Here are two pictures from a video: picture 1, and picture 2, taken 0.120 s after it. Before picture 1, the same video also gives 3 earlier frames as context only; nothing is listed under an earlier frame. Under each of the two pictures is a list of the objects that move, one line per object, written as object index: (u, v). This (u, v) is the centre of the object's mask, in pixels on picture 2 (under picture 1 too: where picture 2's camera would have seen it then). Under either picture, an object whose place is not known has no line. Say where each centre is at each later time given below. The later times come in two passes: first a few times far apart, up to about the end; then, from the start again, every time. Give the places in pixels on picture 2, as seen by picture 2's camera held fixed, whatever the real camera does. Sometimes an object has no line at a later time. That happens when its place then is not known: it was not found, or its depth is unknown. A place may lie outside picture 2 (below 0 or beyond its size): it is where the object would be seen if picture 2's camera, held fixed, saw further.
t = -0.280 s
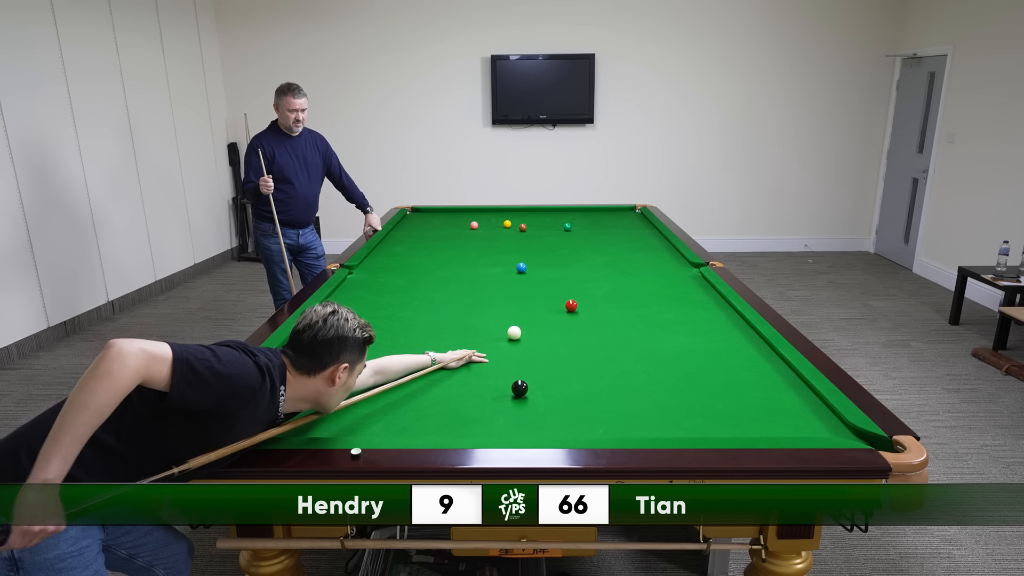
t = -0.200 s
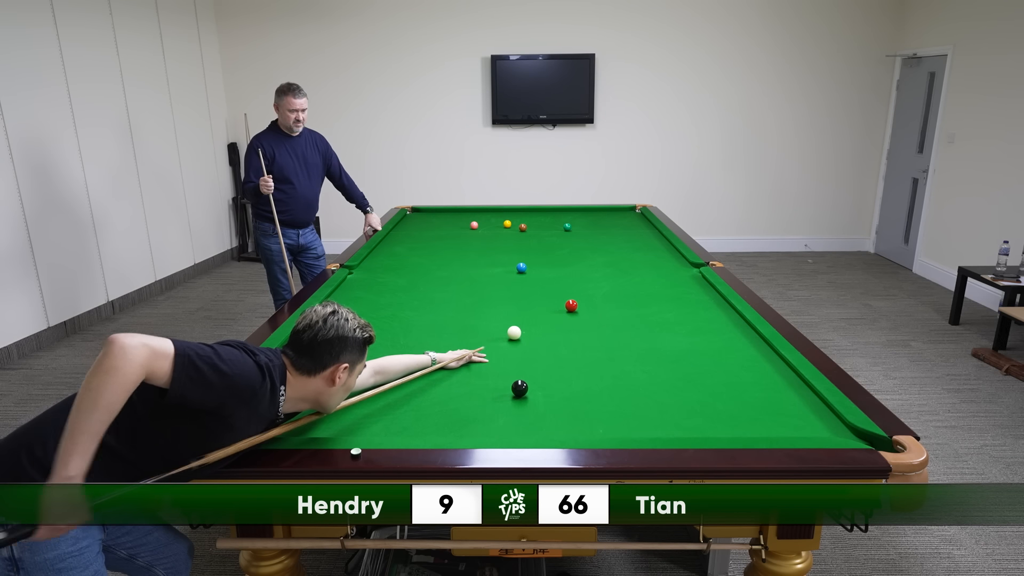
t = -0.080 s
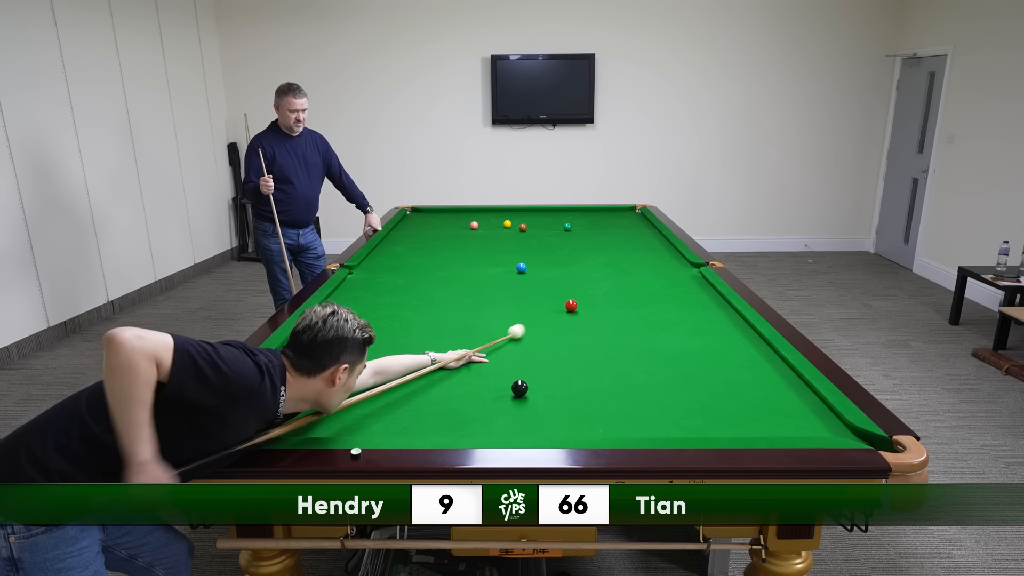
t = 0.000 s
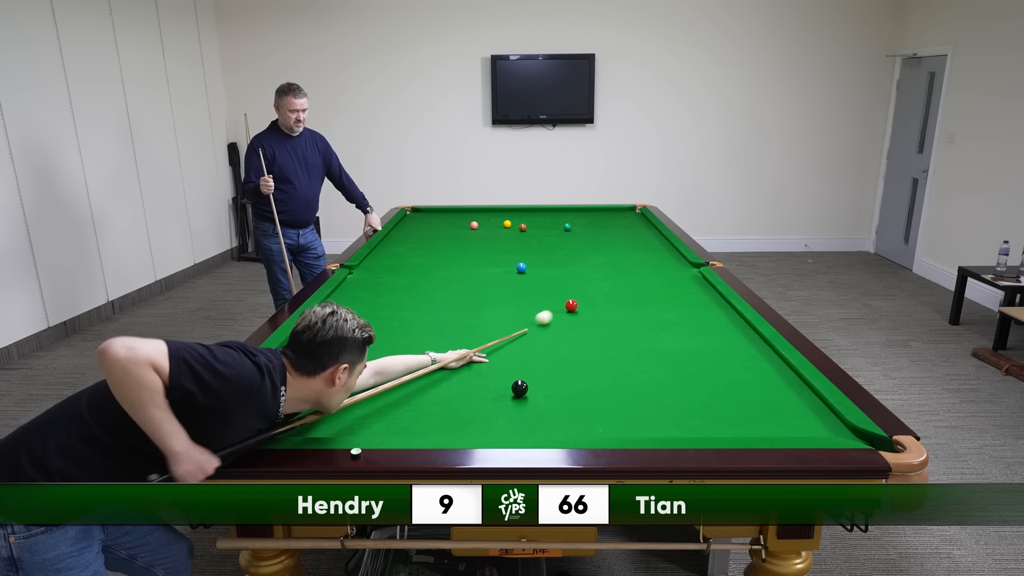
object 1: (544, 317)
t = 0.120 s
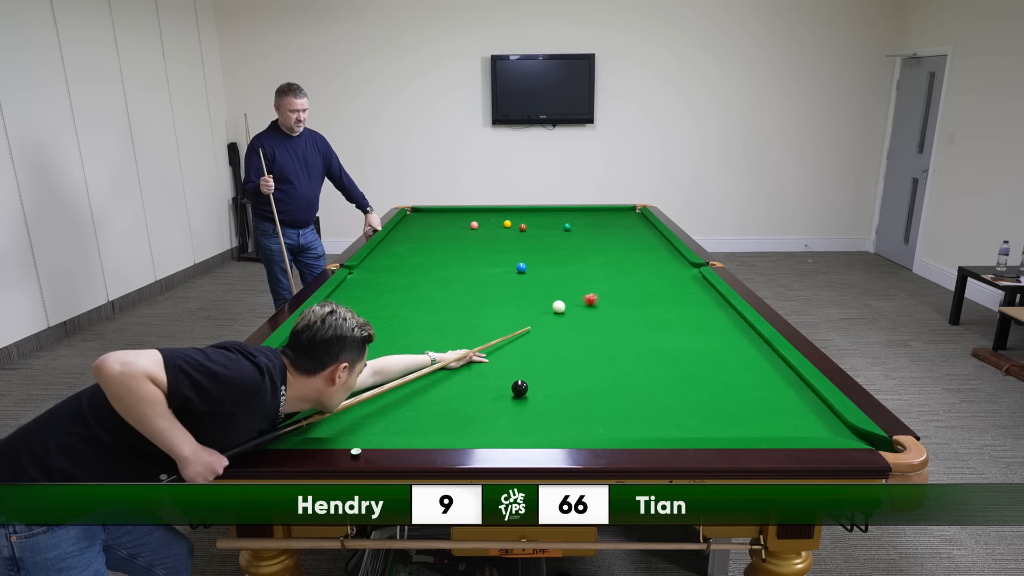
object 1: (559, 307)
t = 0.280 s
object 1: (548, 304)
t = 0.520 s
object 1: (534, 301)
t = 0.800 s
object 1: (519, 298)
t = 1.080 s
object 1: (505, 295)
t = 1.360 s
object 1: (493, 293)
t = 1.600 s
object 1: (484, 291)
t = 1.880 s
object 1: (475, 289)
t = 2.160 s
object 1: (466, 287)
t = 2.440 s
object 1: (459, 286)
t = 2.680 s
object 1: (453, 284)
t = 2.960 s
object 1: (448, 284)
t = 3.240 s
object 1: (444, 283)
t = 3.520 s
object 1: (440, 282)
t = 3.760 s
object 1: (438, 282)
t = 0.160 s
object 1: (556, 306)
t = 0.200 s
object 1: (553, 305)
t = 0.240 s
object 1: (551, 305)
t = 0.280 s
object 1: (548, 304)
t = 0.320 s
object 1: (546, 304)
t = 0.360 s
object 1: (543, 303)
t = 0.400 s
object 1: (541, 303)
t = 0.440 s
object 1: (539, 302)
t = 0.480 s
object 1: (536, 302)
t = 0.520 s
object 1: (534, 301)
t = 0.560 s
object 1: (532, 301)
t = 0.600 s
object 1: (530, 300)
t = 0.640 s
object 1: (527, 300)
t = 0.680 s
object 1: (525, 299)
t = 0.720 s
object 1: (523, 299)
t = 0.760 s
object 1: (521, 299)
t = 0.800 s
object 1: (519, 298)
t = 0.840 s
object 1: (517, 298)
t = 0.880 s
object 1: (515, 297)
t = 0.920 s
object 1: (513, 297)
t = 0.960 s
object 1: (511, 296)
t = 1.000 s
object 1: (509, 296)
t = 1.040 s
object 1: (507, 296)
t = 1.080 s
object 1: (505, 295)
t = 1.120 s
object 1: (504, 295)
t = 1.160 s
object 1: (502, 295)
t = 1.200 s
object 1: (500, 294)
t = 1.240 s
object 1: (498, 294)
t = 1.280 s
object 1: (497, 294)
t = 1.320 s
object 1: (495, 293)
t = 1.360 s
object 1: (493, 293)
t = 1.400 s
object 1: (492, 292)
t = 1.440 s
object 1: (490, 292)
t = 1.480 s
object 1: (489, 292)
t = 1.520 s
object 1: (487, 292)
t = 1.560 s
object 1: (486, 291)
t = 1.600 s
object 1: (484, 291)
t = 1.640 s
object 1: (483, 291)
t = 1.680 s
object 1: (481, 290)
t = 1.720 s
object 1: (480, 290)
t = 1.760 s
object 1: (478, 290)
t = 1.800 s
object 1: (477, 289)
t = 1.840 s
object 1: (476, 289)
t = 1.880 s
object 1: (475, 289)
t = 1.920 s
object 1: (473, 289)
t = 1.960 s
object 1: (472, 288)
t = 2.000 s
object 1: (471, 288)
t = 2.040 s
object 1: (470, 288)
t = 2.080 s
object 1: (468, 288)
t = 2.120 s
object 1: (467, 287)
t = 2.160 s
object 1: (466, 287)
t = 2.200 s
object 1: (465, 287)
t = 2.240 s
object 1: (464, 287)
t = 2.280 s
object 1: (463, 286)
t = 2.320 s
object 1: (462, 286)
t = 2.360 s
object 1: (461, 286)
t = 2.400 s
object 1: (460, 286)
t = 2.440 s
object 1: (459, 286)
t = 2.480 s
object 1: (458, 285)
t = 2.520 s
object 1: (457, 285)
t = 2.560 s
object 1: (456, 285)
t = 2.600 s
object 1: (455, 285)
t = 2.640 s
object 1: (454, 285)
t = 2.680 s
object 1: (453, 284)
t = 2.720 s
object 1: (453, 284)
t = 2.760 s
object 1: (452, 284)
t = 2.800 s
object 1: (451, 284)
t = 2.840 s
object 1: (450, 284)
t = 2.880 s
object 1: (449, 284)
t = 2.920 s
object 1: (449, 284)
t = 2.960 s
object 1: (448, 284)
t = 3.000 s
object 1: (447, 283)
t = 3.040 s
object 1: (447, 283)
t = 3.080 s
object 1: (446, 283)
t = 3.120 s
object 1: (445, 283)
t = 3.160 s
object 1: (445, 283)
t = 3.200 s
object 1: (444, 283)
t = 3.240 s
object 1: (444, 283)
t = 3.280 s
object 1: (443, 283)
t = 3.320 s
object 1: (443, 282)
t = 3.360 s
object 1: (442, 282)
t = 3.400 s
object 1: (442, 282)
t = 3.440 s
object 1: (441, 282)
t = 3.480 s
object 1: (441, 282)
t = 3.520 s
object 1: (440, 282)
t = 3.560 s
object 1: (440, 282)
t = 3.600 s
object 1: (440, 282)
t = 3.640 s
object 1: (439, 282)
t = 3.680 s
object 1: (439, 282)
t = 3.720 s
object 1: (439, 282)
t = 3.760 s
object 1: (438, 282)
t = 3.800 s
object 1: (438, 282)
